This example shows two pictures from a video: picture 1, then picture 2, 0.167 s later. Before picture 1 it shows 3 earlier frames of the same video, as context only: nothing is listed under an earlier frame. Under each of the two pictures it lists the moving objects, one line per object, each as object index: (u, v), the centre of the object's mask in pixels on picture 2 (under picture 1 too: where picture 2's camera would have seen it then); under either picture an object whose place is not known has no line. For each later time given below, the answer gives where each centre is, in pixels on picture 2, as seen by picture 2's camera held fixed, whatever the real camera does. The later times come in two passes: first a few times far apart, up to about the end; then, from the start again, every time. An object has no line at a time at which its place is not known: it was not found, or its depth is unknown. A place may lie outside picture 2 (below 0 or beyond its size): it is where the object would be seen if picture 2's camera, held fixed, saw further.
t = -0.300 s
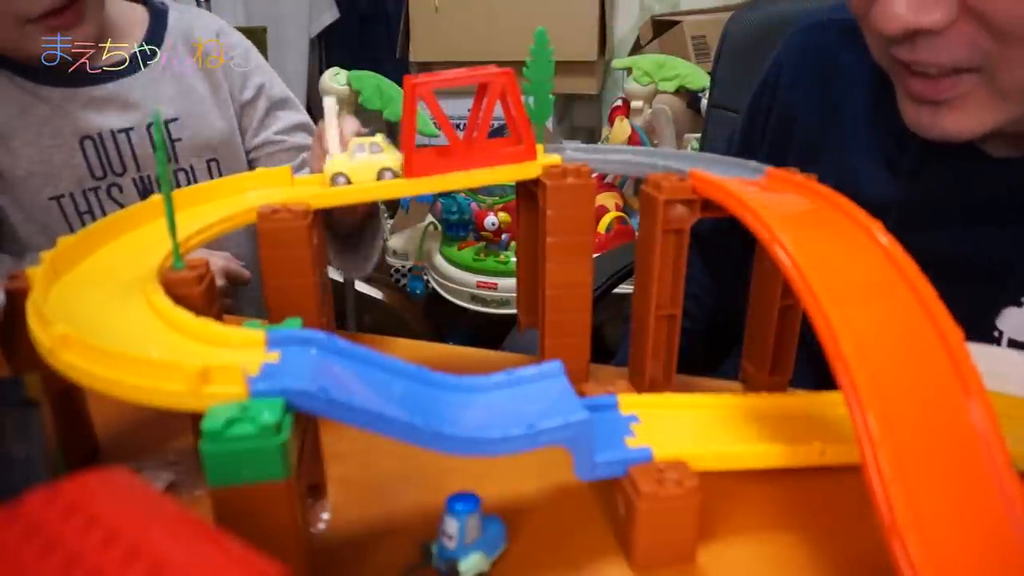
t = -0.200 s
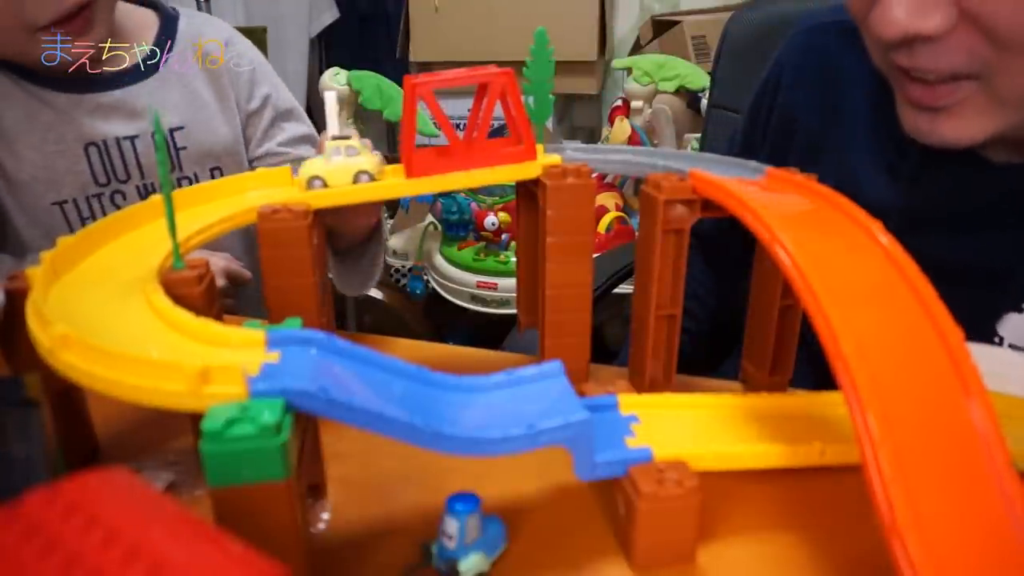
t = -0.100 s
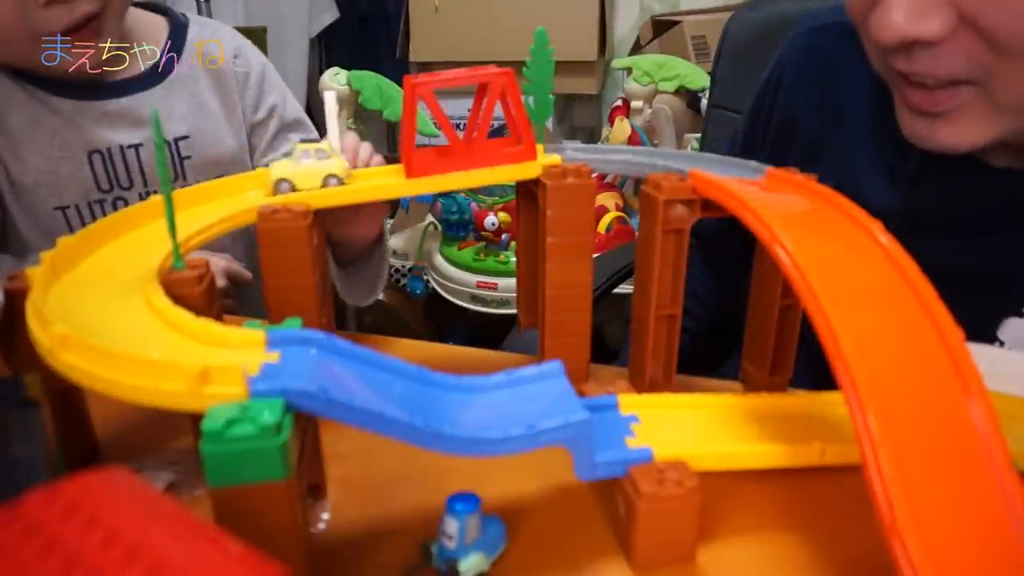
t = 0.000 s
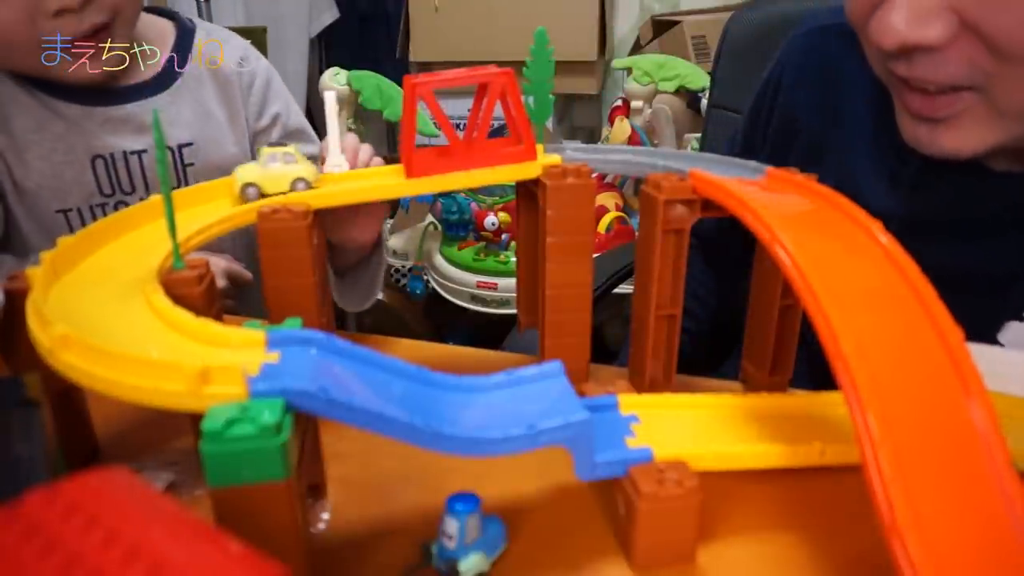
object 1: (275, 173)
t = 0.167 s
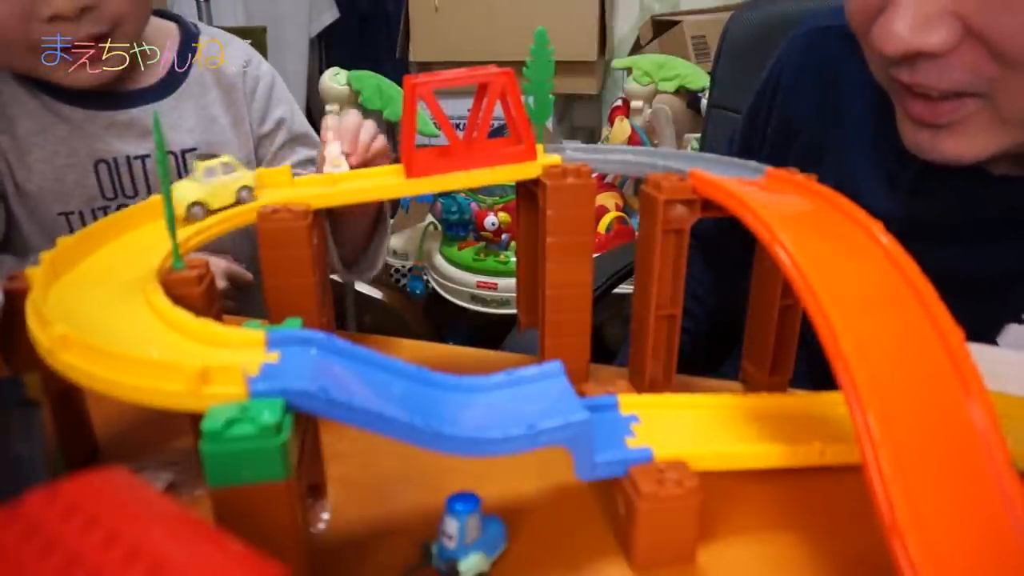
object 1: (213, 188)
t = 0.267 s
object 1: (160, 209)
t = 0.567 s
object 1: (102, 306)
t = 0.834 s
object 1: (431, 383)
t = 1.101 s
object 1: (816, 393)
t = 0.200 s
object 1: (203, 191)
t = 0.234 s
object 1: (180, 201)
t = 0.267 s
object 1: (160, 209)
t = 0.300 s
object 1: (133, 221)
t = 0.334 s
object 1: (121, 230)
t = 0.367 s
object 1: (106, 240)
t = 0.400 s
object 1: (92, 250)
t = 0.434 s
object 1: (81, 262)
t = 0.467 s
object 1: (75, 273)
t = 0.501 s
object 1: (77, 285)
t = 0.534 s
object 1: (87, 295)
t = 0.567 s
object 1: (102, 306)
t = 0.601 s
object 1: (122, 316)
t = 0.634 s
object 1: (153, 324)
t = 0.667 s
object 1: (198, 333)
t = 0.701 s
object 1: (244, 338)
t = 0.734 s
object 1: (285, 344)
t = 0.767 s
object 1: (324, 350)
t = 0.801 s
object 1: (371, 364)
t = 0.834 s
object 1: (431, 383)
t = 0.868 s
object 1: (494, 388)
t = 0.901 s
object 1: (555, 376)
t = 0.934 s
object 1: (603, 370)
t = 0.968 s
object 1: (645, 373)
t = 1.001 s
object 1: (694, 380)
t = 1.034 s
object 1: (742, 394)
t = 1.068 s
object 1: (790, 391)
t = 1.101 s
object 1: (816, 393)
